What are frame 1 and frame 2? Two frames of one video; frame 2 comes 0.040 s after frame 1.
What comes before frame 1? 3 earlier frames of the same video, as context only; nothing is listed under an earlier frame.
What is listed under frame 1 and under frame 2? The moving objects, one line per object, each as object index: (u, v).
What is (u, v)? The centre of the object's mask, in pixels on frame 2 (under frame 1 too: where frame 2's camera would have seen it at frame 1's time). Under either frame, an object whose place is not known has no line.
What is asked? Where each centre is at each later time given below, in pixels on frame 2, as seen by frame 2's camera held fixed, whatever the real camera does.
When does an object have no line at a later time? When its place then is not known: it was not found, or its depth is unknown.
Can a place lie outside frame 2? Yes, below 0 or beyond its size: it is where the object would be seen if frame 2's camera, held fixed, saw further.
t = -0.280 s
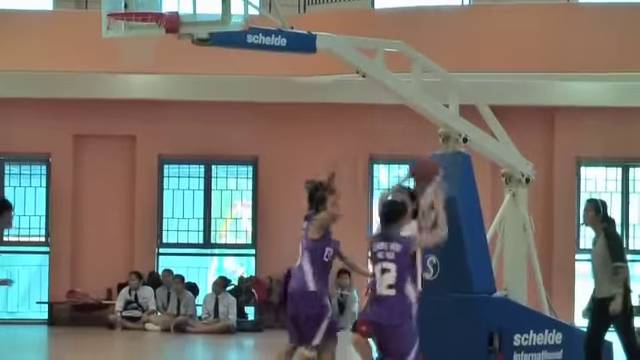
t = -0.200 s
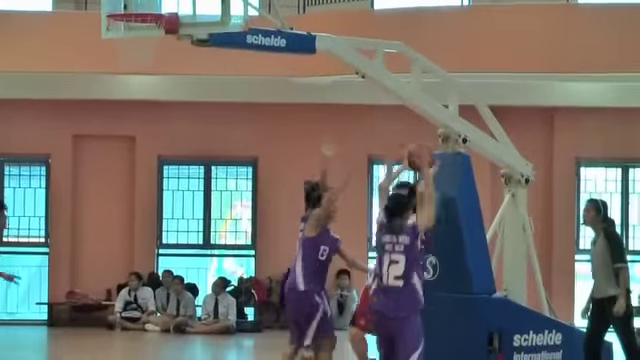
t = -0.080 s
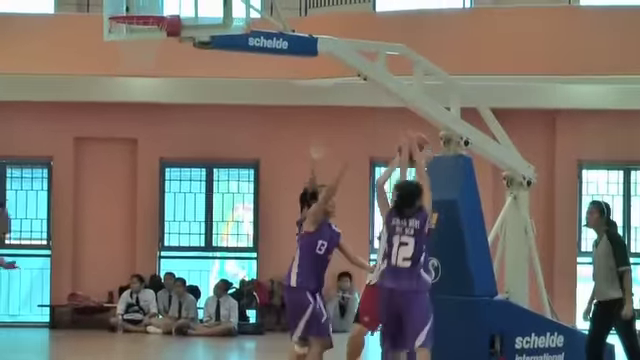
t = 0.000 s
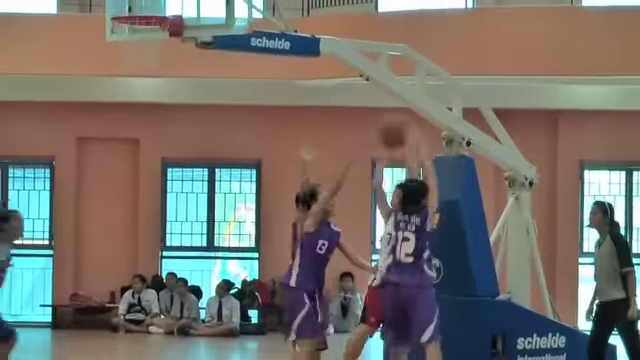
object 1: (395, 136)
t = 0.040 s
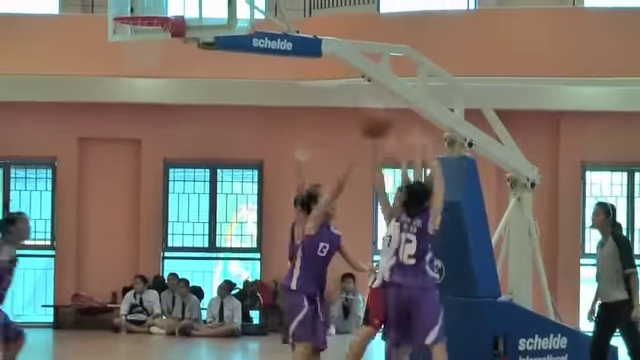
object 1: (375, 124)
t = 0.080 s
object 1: (353, 119)
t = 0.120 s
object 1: (326, 113)
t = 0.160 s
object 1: (302, 110)
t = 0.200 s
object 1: (274, 110)
